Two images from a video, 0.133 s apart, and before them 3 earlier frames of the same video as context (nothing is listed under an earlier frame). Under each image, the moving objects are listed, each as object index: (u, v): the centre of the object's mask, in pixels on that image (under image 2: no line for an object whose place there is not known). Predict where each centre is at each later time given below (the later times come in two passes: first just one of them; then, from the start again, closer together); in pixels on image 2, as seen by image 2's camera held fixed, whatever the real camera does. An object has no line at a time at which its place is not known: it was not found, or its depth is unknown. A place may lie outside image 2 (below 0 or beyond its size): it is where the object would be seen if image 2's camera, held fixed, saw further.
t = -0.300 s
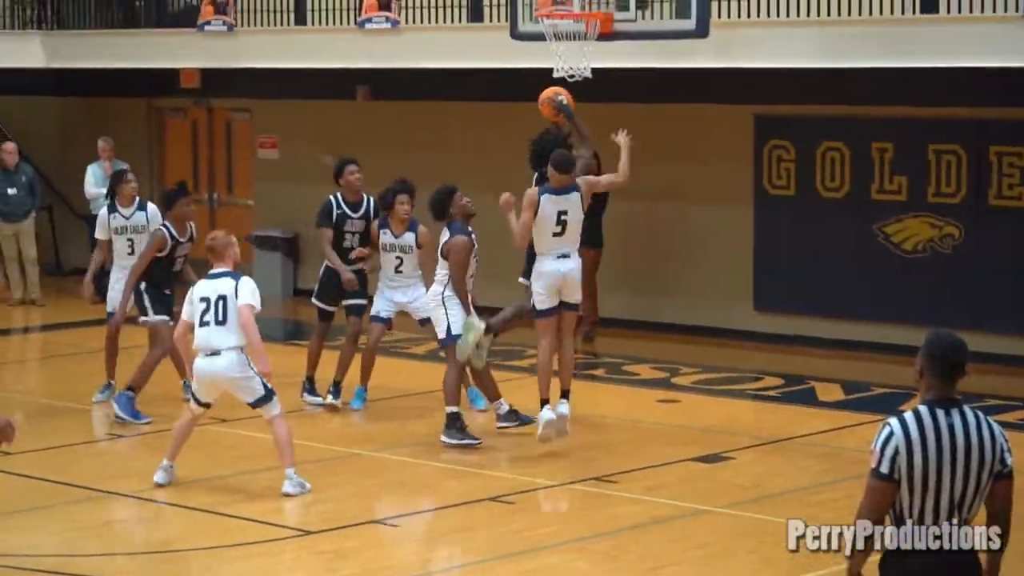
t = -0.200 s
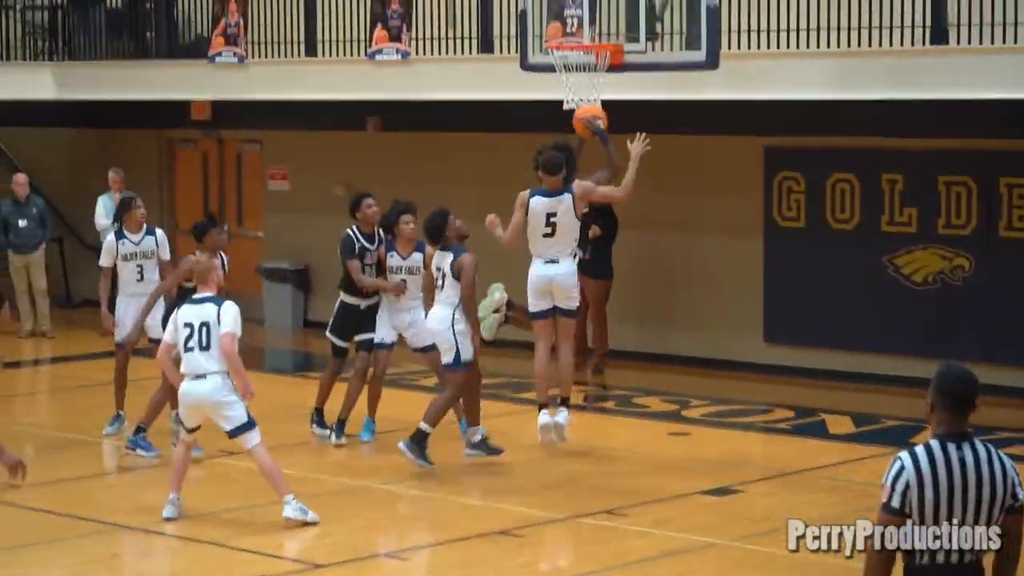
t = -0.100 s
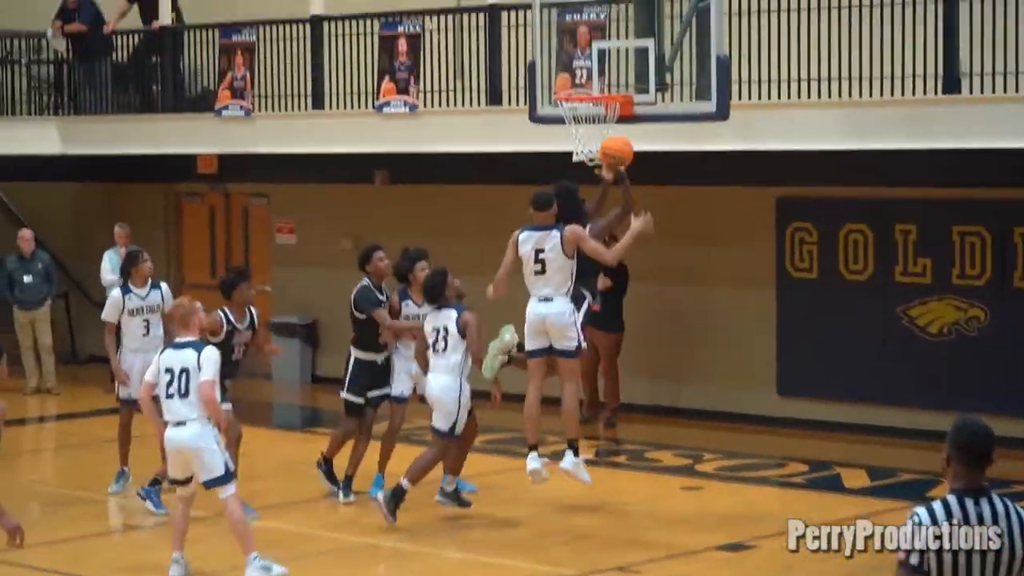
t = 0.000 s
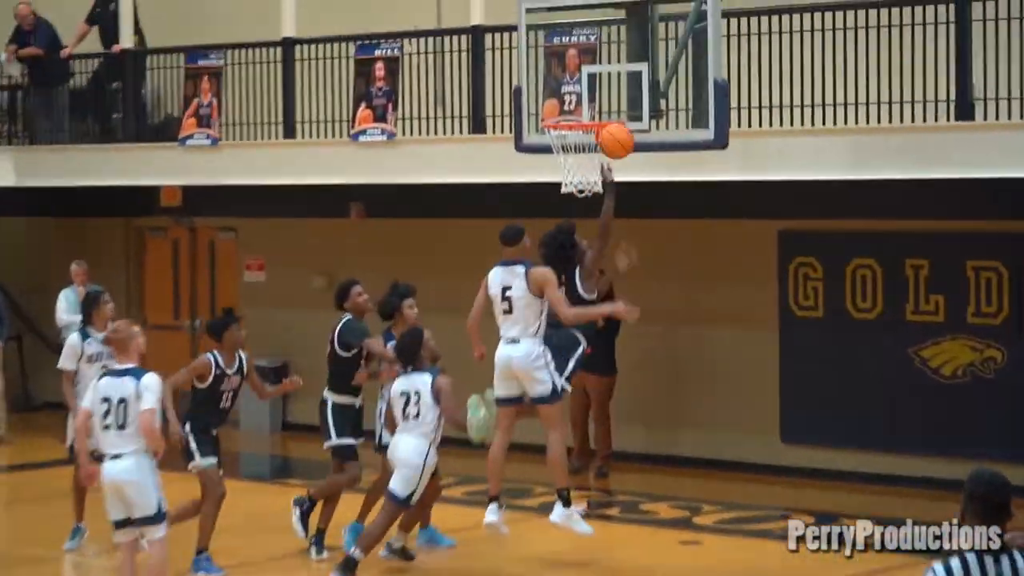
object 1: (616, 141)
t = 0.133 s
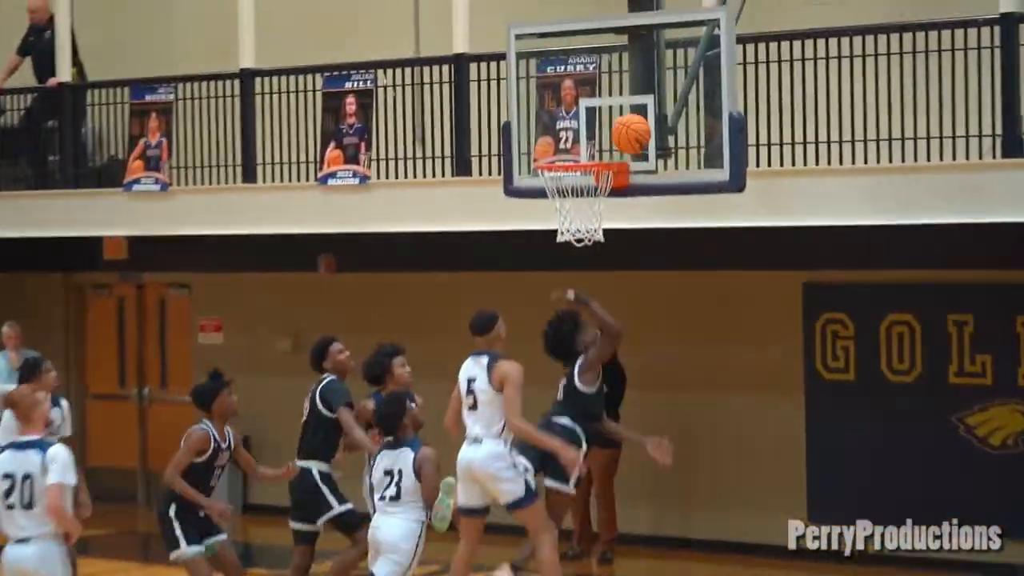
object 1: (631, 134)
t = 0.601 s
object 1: (555, 149)
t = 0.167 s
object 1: (634, 126)
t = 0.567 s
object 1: (559, 147)
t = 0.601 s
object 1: (555, 149)
